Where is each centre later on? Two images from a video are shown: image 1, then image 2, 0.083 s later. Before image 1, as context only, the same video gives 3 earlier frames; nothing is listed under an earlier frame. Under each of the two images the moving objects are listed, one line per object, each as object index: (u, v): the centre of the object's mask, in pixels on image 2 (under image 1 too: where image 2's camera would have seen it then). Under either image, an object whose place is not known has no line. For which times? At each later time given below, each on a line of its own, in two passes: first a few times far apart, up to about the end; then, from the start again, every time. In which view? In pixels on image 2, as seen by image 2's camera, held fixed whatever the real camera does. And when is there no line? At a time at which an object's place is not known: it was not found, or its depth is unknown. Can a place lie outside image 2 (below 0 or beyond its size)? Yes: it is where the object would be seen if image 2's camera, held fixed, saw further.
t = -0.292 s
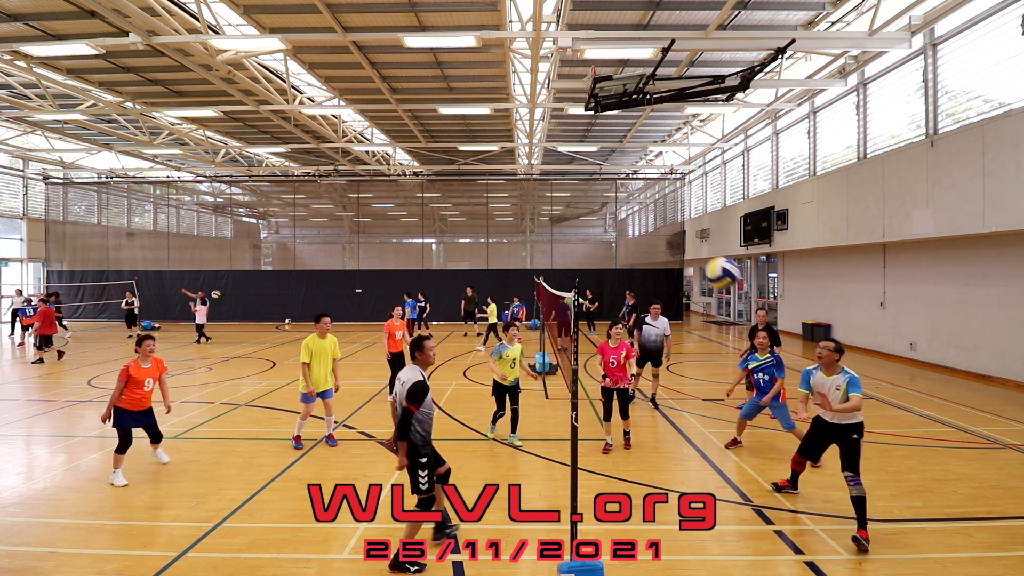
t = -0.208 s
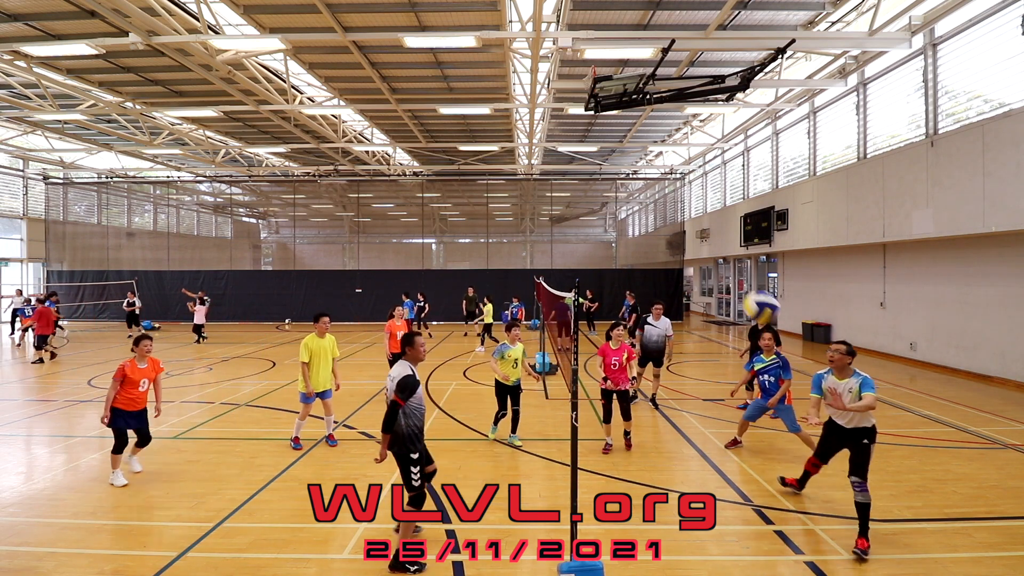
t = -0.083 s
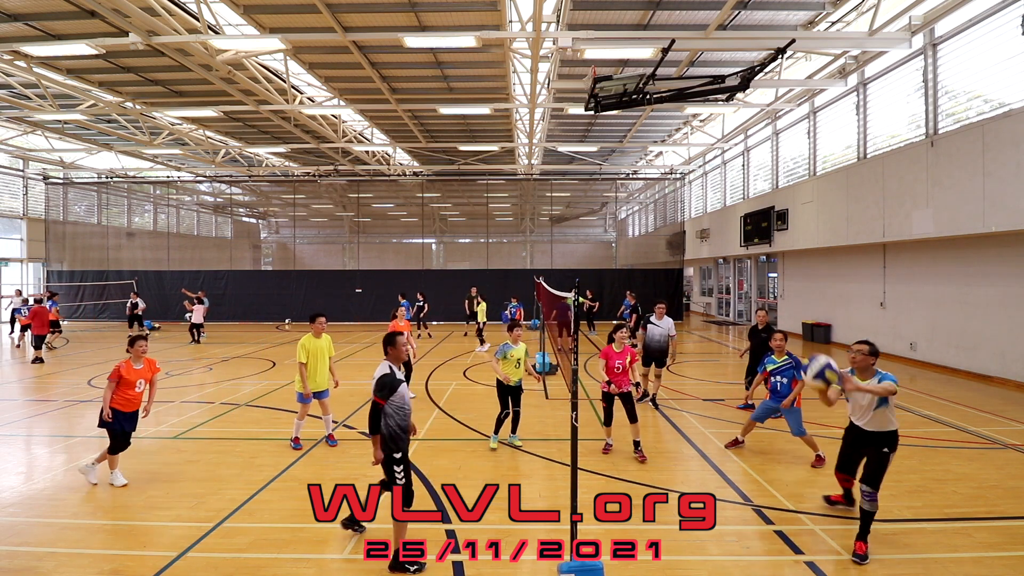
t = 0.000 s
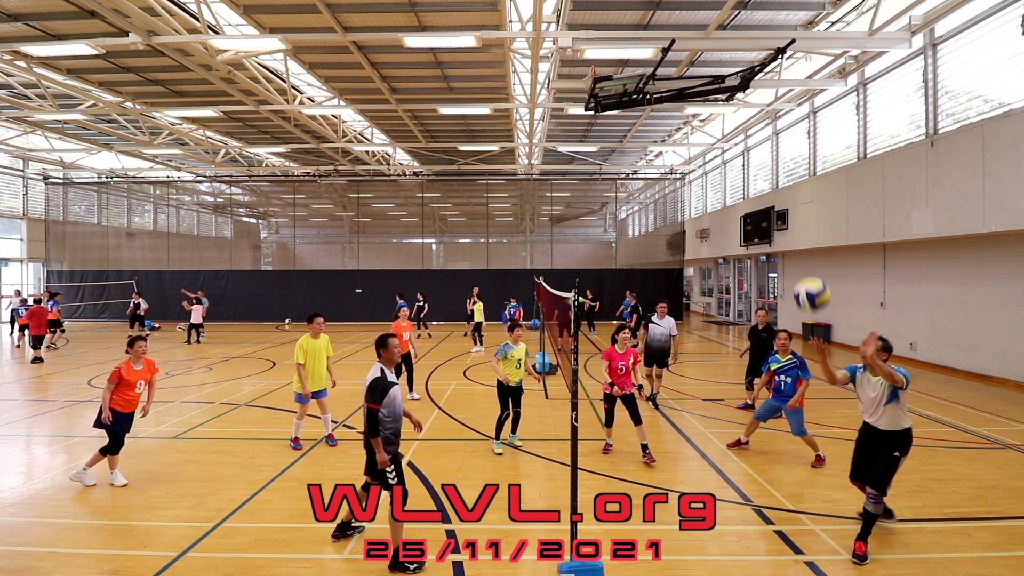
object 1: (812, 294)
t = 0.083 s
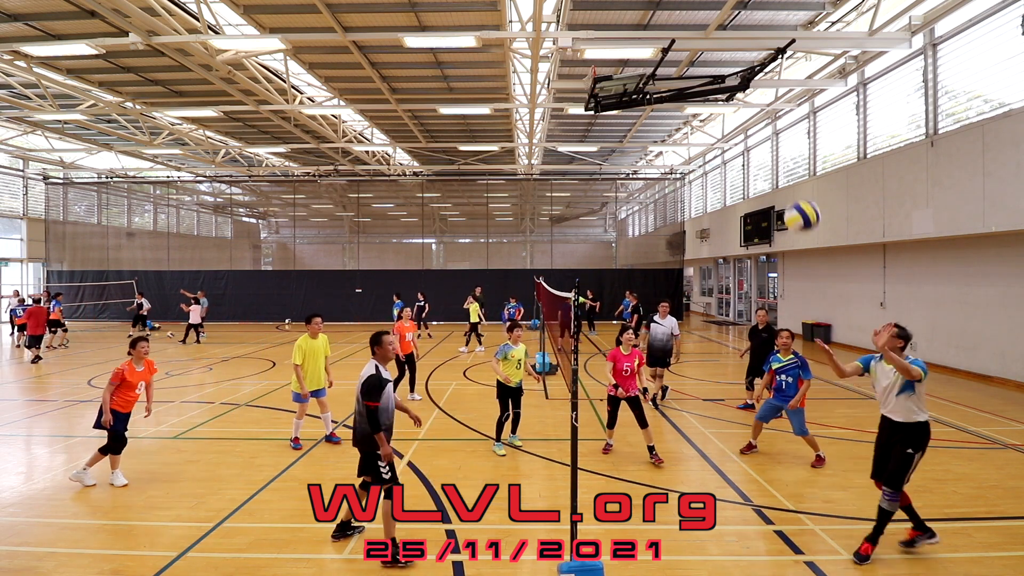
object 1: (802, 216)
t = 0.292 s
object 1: (781, 101)
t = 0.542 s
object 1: (759, 42)
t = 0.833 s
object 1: (740, 79)
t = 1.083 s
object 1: (728, 189)
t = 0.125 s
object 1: (799, 194)
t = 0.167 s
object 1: (794, 164)
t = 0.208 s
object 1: (788, 136)
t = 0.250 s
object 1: (783, 114)
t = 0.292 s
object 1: (781, 101)
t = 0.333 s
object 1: (776, 83)
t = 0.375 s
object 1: (772, 69)
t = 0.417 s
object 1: (768, 57)
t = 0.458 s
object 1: (765, 51)
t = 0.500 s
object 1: (762, 46)
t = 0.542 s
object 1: (759, 42)
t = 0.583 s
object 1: (755, 41)
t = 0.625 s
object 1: (753, 42)
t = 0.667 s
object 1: (750, 46)
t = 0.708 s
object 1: (748, 52)
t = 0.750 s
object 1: (745, 60)
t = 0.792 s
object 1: (743, 67)
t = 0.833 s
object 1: (740, 79)
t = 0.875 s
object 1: (737, 93)
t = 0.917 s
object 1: (736, 109)
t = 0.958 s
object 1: (734, 123)
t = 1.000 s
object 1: (732, 142)
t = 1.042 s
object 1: (730, 166)
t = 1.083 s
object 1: (728, 189)
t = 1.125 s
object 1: (728, 206)
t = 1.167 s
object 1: (727, 231)
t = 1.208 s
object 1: (726, 259)
